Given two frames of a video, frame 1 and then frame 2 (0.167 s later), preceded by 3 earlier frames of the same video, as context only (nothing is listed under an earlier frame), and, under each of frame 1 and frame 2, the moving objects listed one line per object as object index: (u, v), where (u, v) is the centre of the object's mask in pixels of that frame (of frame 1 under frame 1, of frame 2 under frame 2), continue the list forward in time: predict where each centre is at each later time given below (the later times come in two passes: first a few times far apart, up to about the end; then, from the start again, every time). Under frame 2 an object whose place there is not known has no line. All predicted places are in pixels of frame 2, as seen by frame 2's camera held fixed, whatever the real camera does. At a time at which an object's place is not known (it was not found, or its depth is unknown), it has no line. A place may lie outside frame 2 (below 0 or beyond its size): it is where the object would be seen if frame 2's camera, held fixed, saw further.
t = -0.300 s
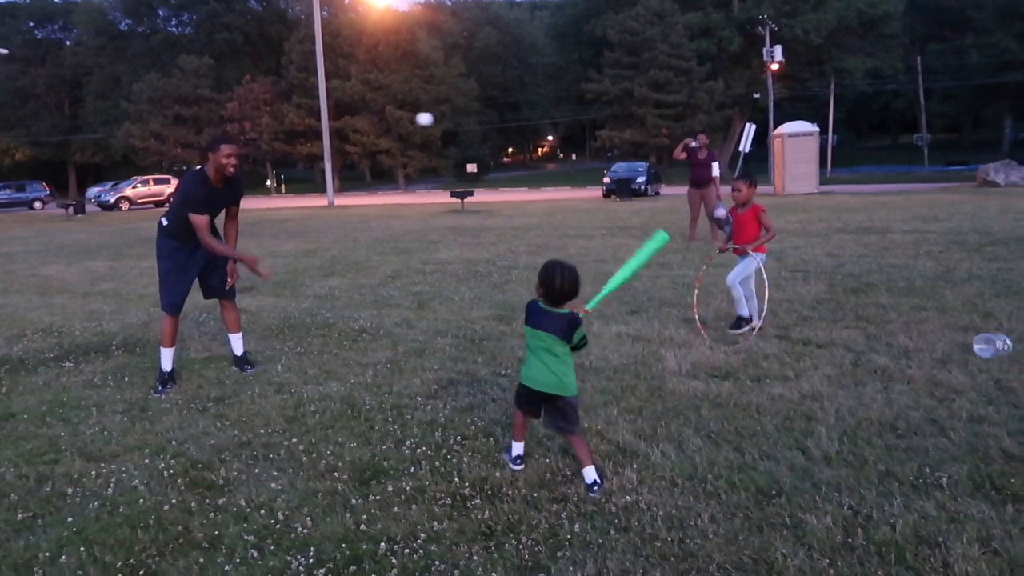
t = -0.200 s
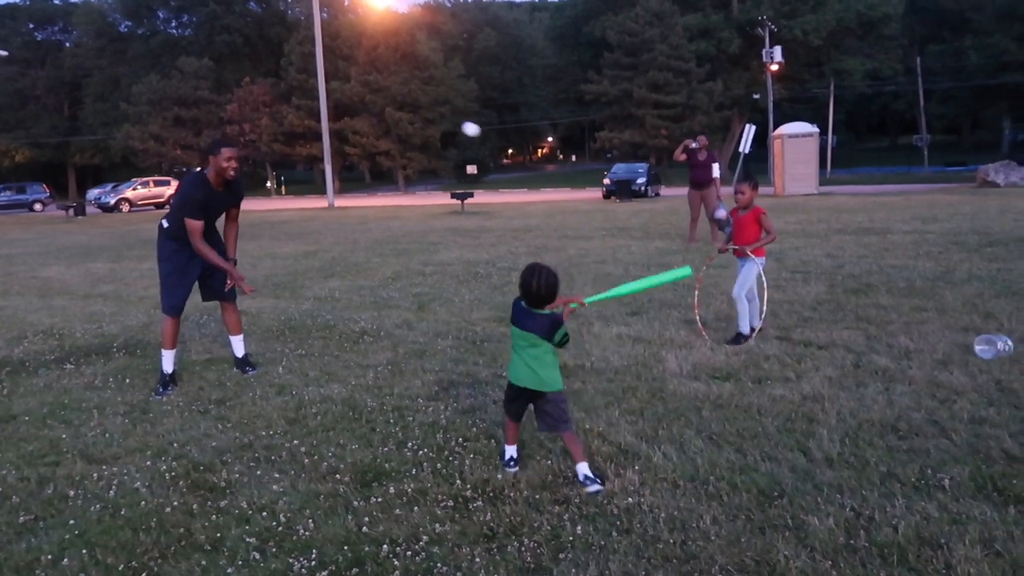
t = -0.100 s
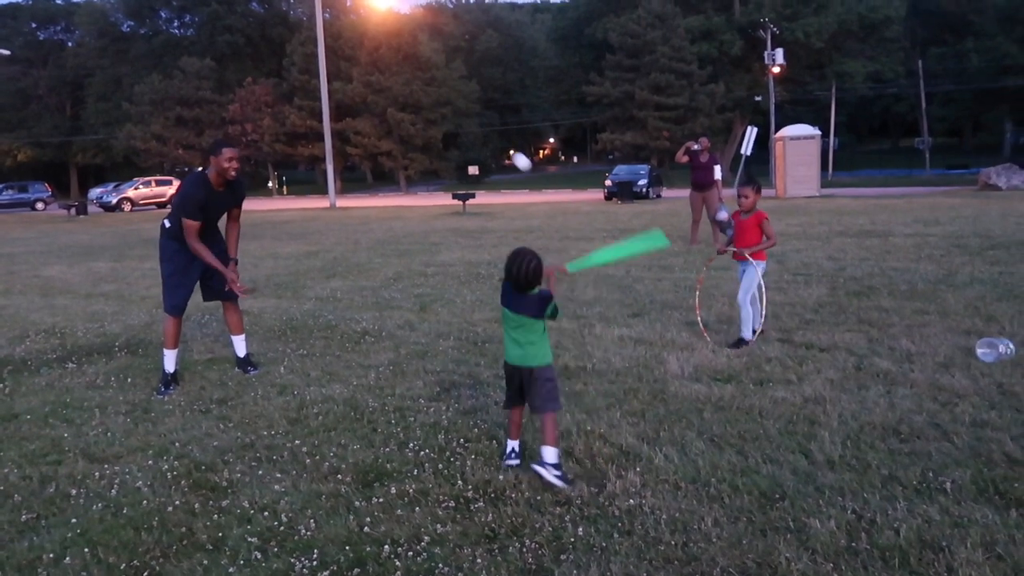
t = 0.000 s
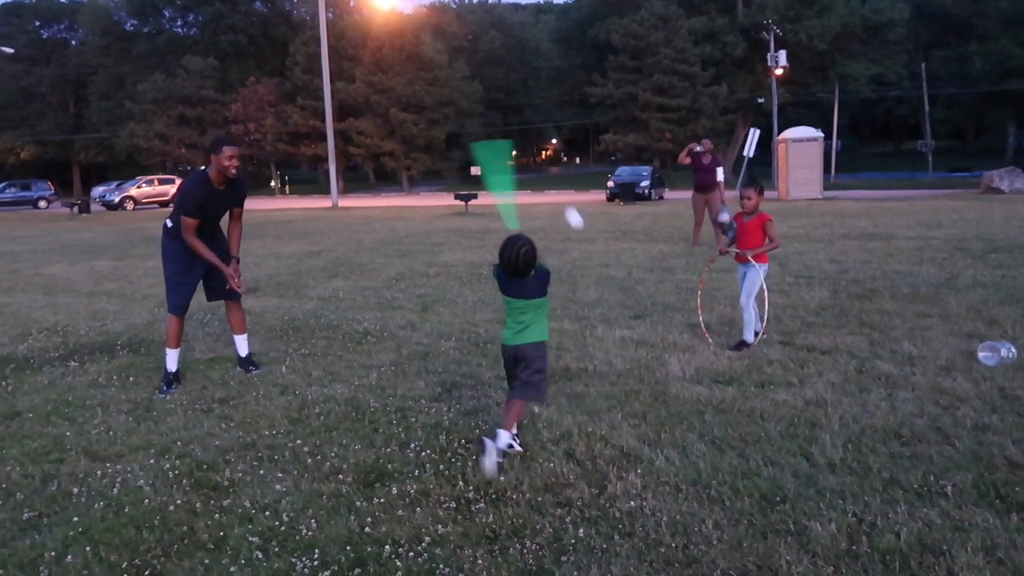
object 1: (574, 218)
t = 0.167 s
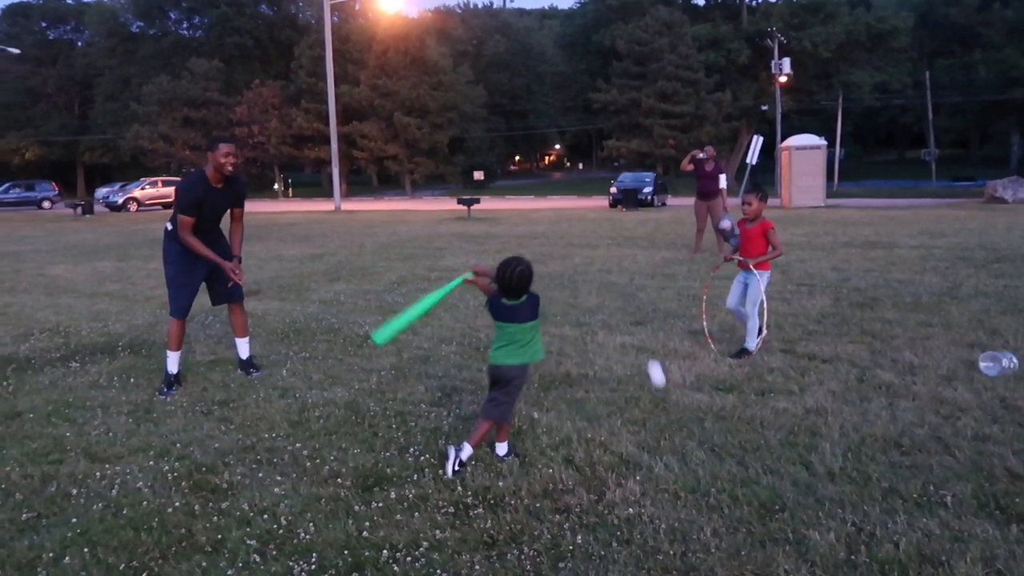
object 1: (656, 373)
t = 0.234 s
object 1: (687, 452)
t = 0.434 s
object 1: (737, 436)
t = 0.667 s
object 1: (784, 472)
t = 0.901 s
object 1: (802, 473)
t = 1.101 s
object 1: (815, 474)
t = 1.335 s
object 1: (818, 477)
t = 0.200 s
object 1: (672, 412)
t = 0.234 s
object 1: (687, 452)
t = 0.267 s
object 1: (699, 469)
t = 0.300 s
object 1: (707, 459)
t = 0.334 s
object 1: (714, 450)
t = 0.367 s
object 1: (722, 442)
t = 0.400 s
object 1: (730, 438)
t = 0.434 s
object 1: (737, 436)
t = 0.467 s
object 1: (744, 436)
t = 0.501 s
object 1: (751, 439)
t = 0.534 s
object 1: (758, 444)
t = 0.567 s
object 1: (765, 452)
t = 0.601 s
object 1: (772, 462)
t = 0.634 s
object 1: (778, 473)
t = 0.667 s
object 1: (784, 472)
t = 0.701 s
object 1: (788, 469)
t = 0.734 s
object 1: (790, 466)
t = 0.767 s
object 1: (792, 465)
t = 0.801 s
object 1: (794, 467)
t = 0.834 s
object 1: (796, 470)
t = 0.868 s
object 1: (799, 472)
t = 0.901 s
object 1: (802, 473)
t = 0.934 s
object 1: (806, 473)
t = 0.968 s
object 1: (808, 472)
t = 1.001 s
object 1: (810, 473)
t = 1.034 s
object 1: (812, 474)
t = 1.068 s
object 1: (814, 474)
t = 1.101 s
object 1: (815, 474)
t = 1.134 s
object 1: (816, 474)
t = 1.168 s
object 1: (817, 475)
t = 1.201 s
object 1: (818, 475)
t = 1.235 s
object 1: (818, 475)
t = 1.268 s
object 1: (818, 476)
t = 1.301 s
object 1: (818, 476)
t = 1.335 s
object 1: (818, 477)
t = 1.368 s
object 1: (817, 476)
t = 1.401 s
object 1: (818, 476)
